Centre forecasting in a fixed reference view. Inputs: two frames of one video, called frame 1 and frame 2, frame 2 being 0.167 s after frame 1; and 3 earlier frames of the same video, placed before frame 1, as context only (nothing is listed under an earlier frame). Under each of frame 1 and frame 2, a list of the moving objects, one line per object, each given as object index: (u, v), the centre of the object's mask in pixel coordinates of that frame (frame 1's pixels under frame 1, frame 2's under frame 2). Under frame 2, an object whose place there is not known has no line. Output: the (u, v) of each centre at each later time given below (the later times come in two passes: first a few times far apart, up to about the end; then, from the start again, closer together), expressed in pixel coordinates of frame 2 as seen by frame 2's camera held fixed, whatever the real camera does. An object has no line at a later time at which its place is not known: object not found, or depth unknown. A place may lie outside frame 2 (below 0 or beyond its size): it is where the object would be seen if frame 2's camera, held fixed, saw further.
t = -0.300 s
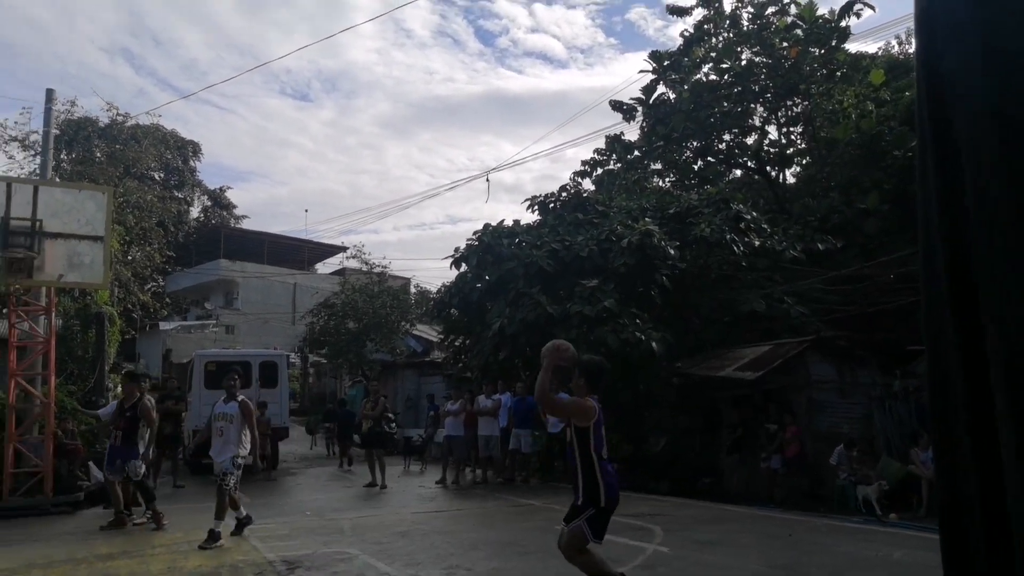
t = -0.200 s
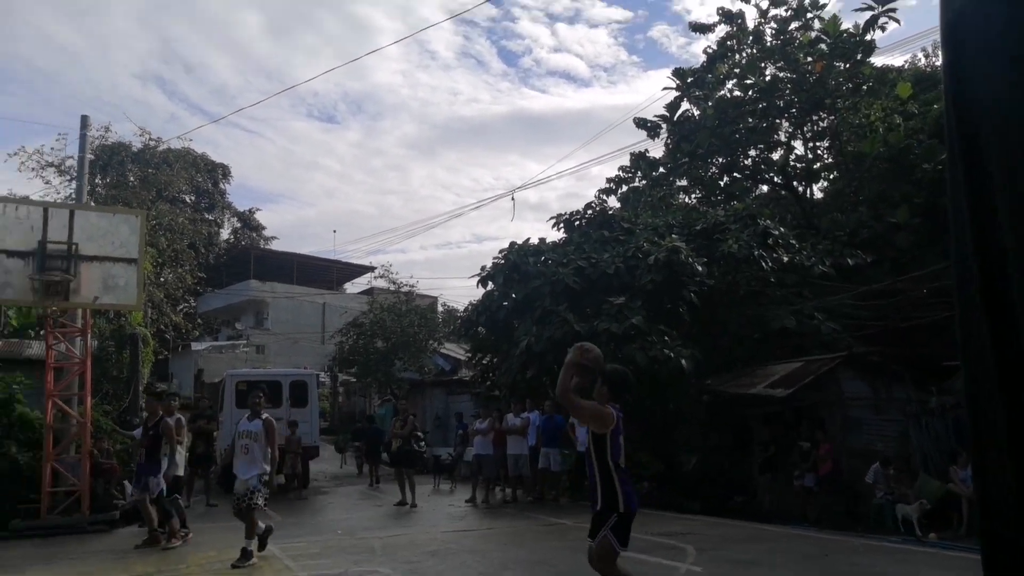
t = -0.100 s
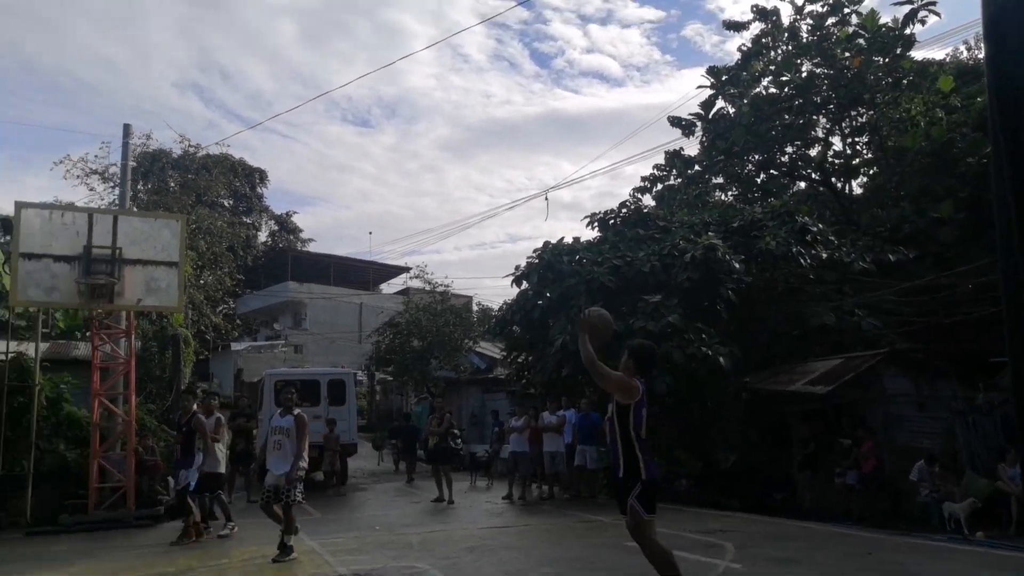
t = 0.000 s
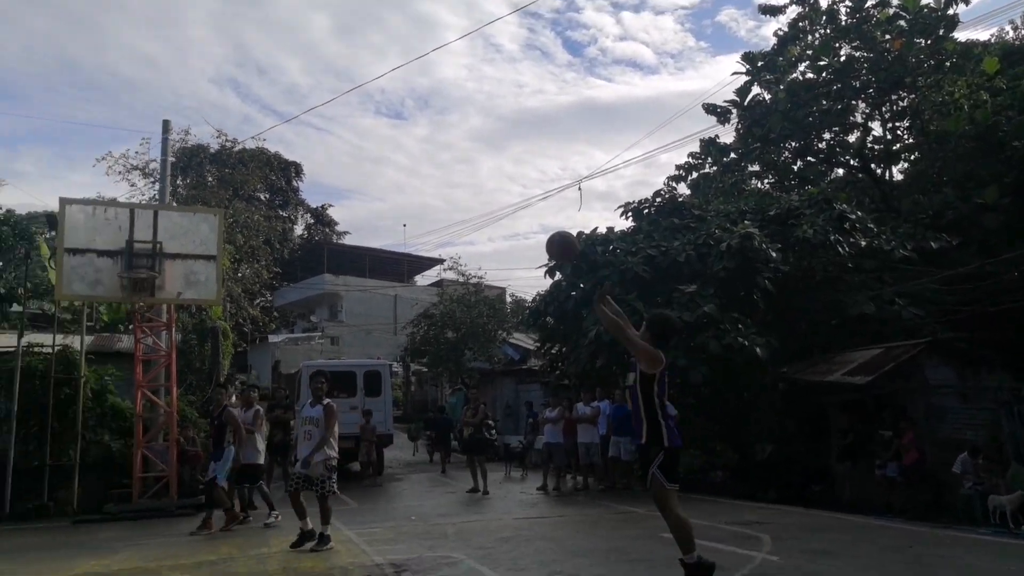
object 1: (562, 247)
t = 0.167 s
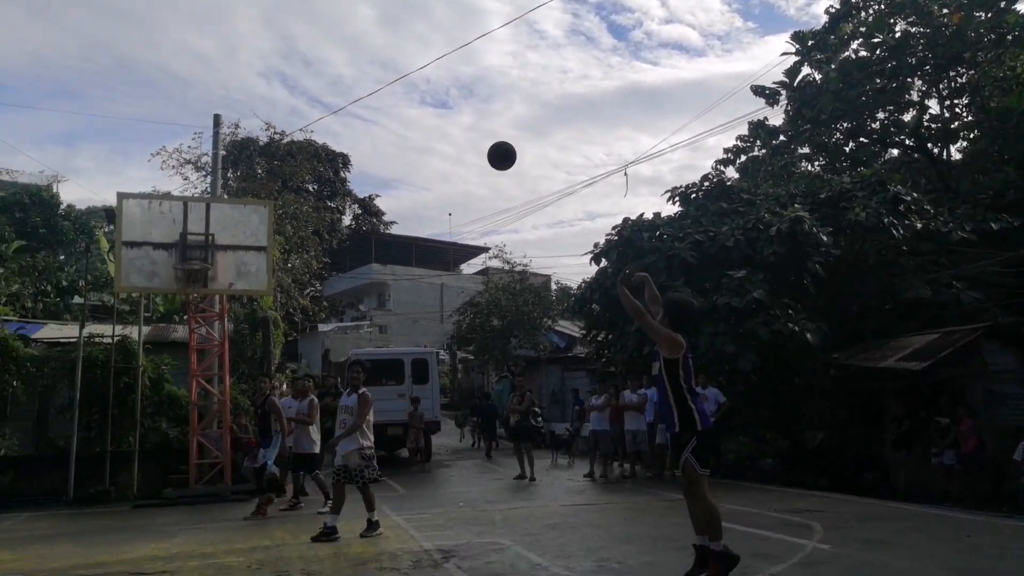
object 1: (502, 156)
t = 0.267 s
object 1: (448, 130)
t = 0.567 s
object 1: (320, 127)
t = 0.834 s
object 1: (233, 190)
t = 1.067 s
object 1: (167, 262)
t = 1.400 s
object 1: (26, 319)
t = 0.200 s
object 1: (483, 146)
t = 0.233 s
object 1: (465, 137)
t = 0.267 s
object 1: (448, 130)
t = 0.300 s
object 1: (432, 125)
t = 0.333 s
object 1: (416, 121)
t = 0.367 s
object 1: (401, 119)
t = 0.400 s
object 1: (386, 117)
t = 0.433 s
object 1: (372, 117)
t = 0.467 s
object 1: (358, 118)
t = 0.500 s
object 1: (345, 120)
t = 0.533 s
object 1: (332, 123)
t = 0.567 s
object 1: (320, 127)
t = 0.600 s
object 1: (308, 132)
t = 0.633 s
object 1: (297, 138)
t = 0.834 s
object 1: (233, 190)
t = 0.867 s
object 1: (223, 202)
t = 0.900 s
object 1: (213, 215)
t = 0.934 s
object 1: (204, 227)
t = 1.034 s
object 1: (178, 262)
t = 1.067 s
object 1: (167, 262)
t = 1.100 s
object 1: (153, 263)
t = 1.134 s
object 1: (142, 264)
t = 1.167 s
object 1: (129, 267)
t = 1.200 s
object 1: (117, 270)
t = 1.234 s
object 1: (101, 277)
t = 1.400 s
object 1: (26, 319)
